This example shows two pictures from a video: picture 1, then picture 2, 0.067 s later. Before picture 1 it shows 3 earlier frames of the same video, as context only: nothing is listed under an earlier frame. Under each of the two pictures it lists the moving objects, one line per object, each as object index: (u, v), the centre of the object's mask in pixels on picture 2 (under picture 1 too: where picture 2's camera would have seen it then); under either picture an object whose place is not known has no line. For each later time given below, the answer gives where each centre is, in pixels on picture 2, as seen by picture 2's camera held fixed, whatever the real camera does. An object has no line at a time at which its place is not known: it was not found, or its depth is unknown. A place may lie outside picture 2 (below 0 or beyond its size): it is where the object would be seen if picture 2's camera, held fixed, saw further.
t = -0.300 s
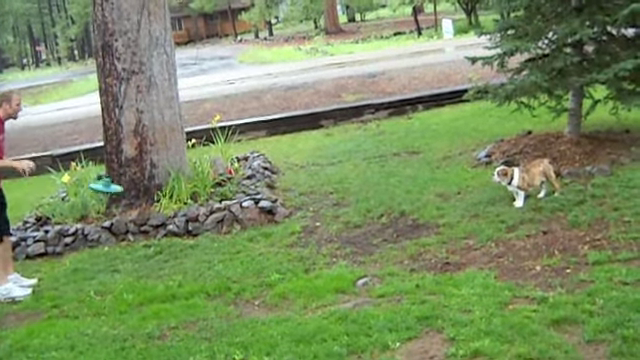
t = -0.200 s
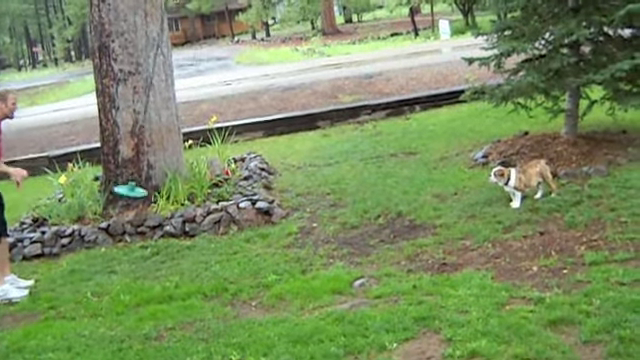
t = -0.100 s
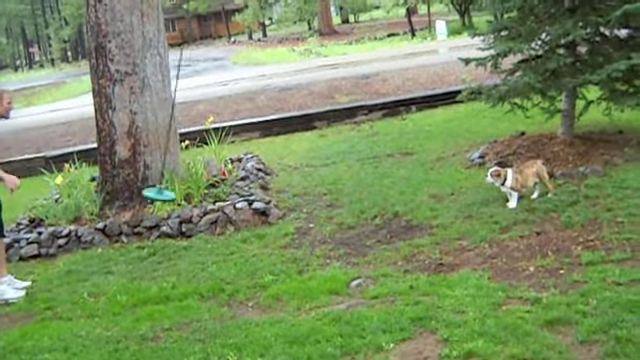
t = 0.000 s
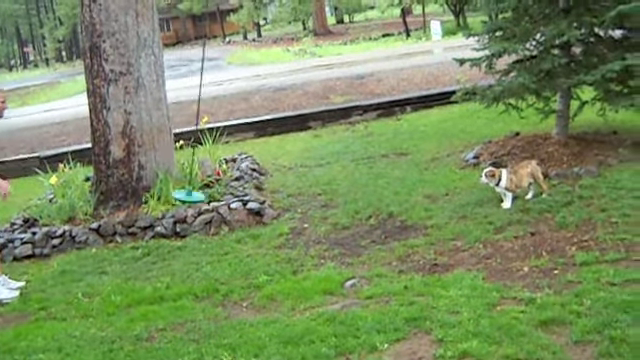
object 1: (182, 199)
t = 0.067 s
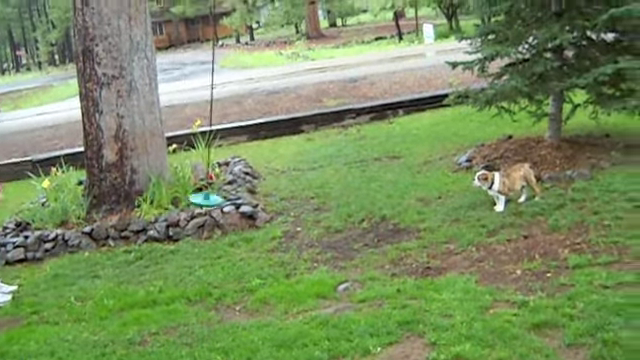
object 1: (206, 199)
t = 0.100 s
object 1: (217, 199)
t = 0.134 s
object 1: (230, 199)
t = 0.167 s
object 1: (243, 198)
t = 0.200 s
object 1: (255, 197)
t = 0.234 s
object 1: (267, 196)
